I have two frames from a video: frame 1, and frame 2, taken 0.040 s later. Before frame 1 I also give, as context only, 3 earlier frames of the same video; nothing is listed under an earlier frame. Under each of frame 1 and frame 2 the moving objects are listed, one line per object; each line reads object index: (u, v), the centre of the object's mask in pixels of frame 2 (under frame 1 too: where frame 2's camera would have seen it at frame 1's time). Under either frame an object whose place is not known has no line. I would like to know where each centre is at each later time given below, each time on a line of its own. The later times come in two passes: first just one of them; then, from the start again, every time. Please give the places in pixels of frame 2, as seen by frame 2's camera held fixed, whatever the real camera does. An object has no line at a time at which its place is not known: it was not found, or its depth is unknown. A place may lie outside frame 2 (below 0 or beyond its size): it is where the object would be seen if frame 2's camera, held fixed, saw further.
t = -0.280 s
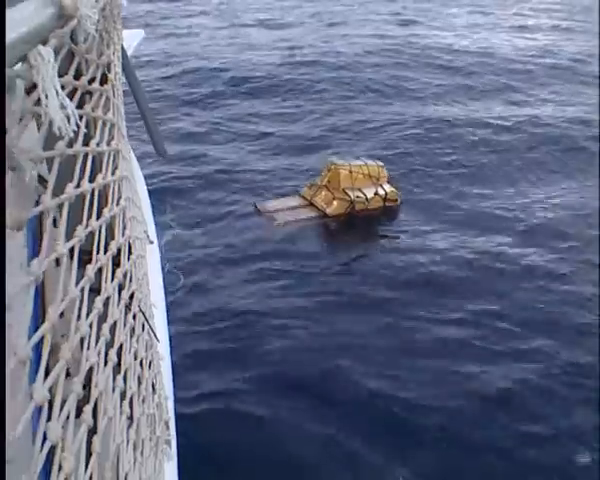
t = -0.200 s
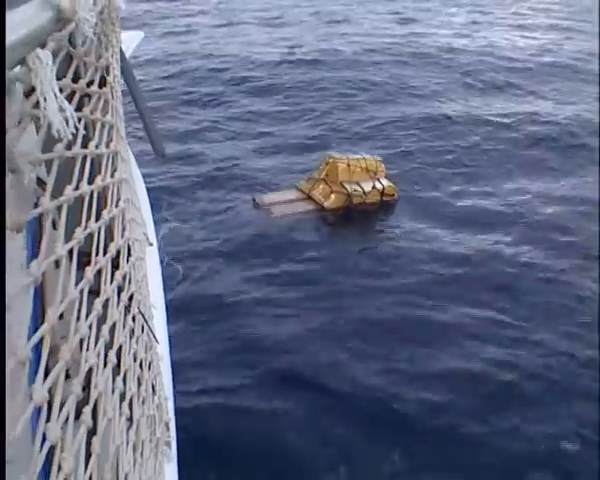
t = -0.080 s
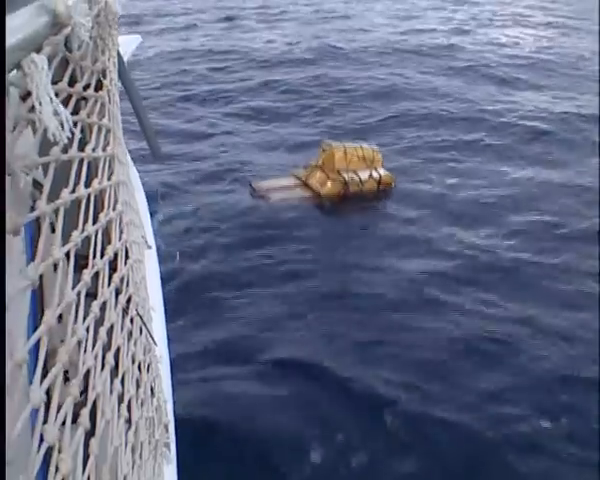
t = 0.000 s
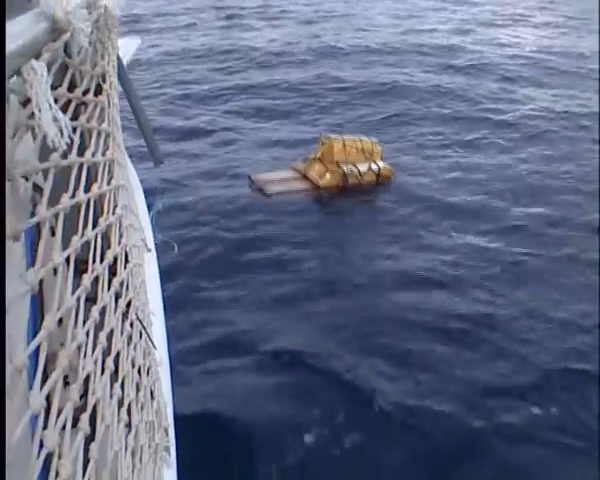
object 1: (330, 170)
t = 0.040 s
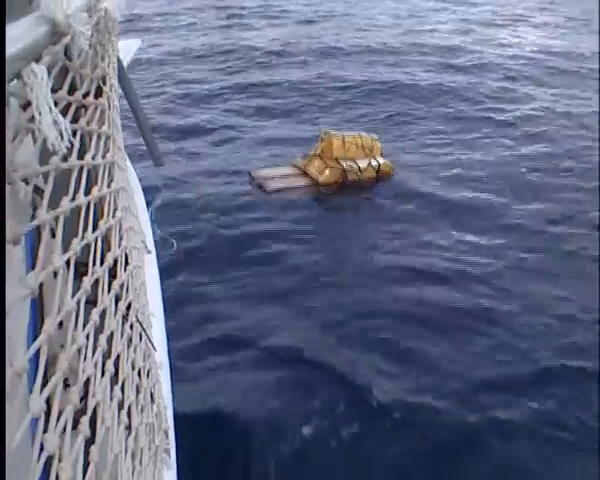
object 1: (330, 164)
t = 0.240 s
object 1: (330, 142)
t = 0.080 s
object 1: (330, 160)
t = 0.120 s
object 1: (330, 154)
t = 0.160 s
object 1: (330, 151)
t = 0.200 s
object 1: (330, 146)
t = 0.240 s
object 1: (330, 142)
